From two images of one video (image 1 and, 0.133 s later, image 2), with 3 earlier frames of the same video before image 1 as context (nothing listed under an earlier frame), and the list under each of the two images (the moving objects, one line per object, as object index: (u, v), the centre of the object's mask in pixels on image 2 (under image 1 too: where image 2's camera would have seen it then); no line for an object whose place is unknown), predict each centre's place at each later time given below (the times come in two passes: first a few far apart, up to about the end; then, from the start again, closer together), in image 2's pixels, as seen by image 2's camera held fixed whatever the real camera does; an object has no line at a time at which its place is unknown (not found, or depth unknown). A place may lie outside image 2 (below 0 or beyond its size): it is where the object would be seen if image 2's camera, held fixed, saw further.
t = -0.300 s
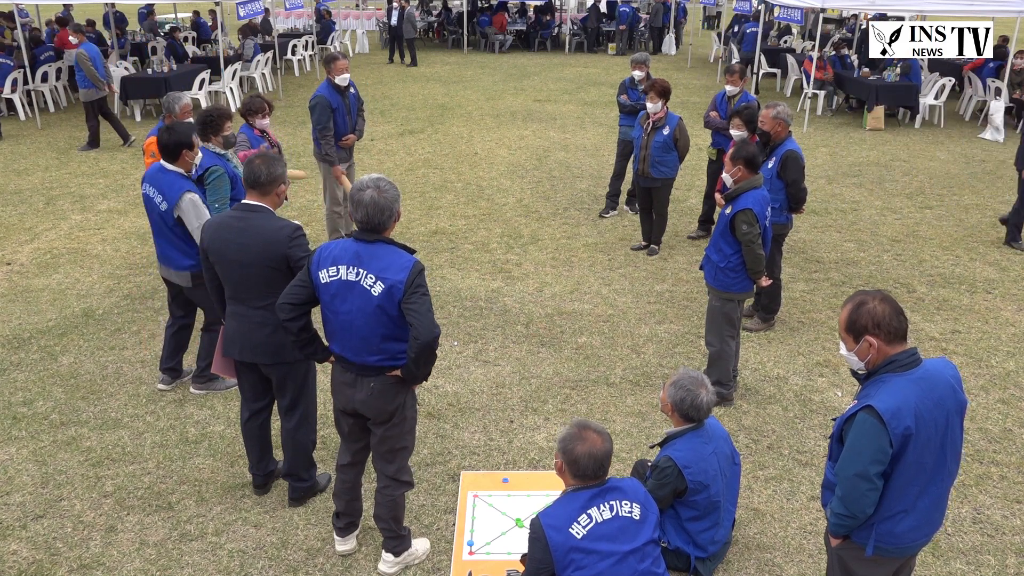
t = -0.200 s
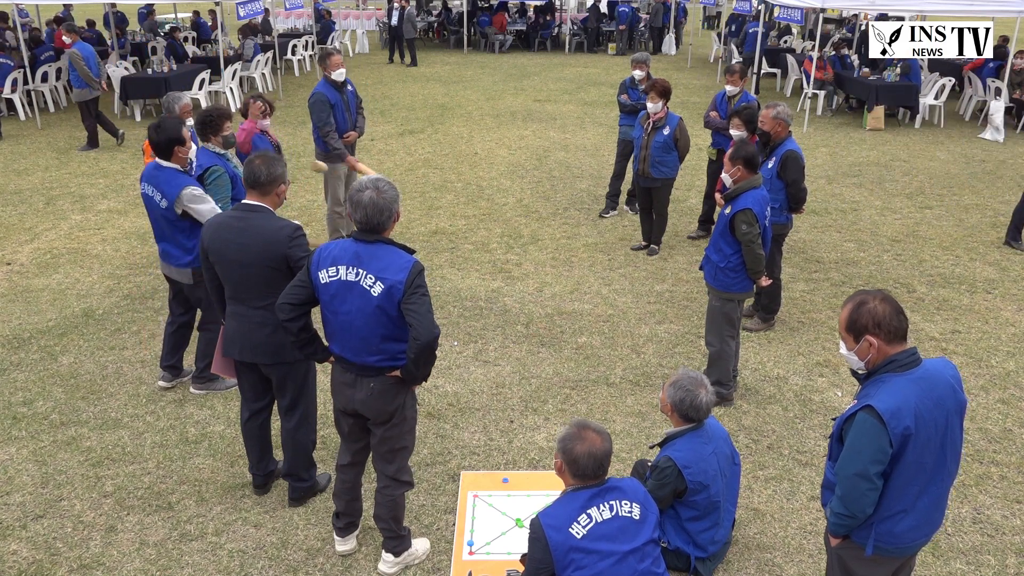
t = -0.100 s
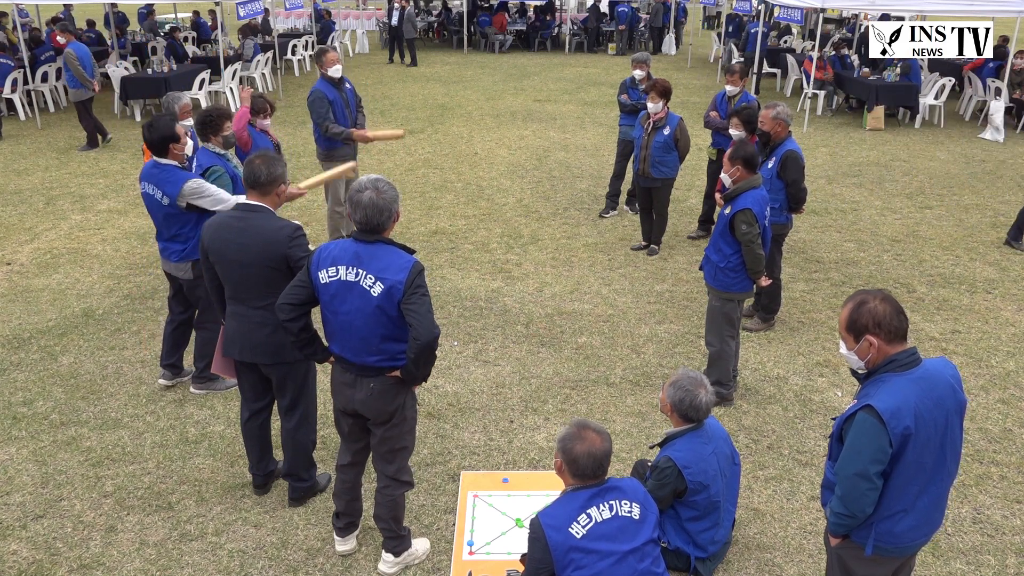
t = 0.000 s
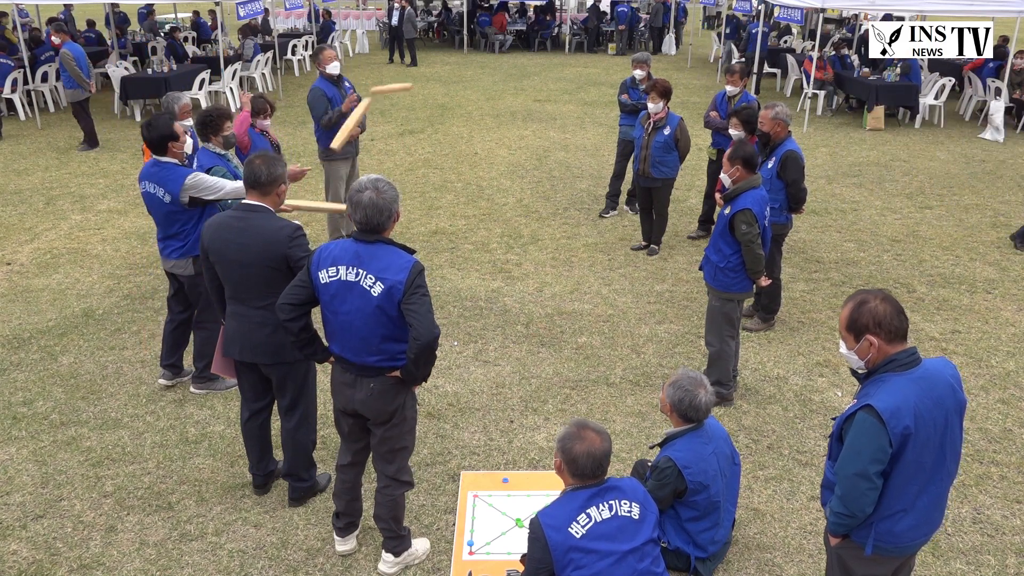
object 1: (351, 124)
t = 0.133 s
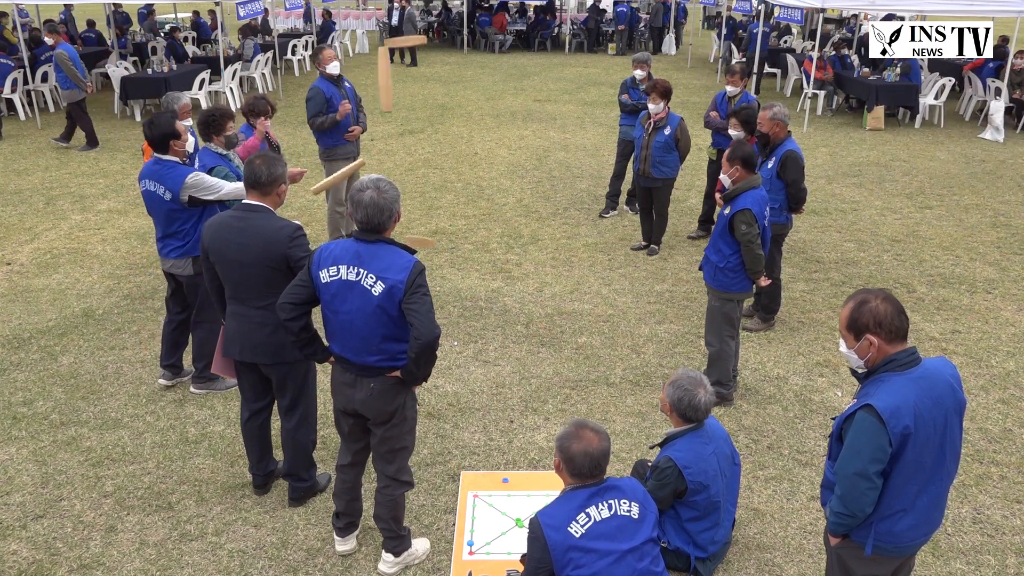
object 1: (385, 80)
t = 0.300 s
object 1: (428, 65)
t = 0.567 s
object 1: (492, 133)
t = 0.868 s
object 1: (545, 286)
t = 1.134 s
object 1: (522, 277)
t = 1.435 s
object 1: (515, 298)
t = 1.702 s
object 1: (518, 300)
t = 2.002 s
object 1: (517, 300)
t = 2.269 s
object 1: (517, 300)
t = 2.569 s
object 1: (517, 300)
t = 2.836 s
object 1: (517, 300)
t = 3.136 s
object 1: (517, 300)
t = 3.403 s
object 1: (517, 300)
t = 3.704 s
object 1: (517, 300)
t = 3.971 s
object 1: (517, 300)
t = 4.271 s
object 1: (517, 300)
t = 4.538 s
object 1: (517, 300)
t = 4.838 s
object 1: (517, 300)
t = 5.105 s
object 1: (517, 300)
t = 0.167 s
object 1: (393, 71)
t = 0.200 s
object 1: (402, 68)
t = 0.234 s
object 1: (411, 65)
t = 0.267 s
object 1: (420, 64)
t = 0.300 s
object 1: (428, 65)
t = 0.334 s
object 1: (436, 68)
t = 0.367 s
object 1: (445, 72)
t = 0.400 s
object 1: (453, 78)
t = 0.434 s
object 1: (461, 86)
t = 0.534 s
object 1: (485, 119)
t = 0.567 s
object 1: (492, 133)
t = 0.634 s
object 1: (507, 164)
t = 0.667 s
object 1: (514, 181)
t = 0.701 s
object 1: (521, 200)
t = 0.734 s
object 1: (527, 220)
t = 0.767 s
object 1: (534, 239)
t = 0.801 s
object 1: (540, 260)
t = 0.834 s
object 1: (545, 282)
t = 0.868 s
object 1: (545, 286)
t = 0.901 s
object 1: (541, 282)
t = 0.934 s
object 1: (538, 279)
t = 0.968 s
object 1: (535, 277)
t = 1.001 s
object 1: (531, 277)
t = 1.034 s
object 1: (528, 277)
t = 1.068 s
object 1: (524, 279)
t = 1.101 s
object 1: (521, 278)
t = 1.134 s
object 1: (522, 277)
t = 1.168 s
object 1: (521, 276)
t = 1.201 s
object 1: (521, 277)
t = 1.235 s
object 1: (520, 279)
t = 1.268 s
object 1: (519, 282)
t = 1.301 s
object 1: (517, 285)
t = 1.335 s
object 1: (517, 290)
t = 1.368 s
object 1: (516, 294)
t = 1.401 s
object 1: (515, 299)
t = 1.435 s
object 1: (515, 298)
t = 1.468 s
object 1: (514, 298)
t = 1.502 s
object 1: (515, 299)
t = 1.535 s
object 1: (516, 300)
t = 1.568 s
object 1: (517, 300)
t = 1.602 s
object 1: (517, 300)
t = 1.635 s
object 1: (518, 300)
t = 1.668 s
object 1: (518, 300)
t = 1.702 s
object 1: (518, 300)
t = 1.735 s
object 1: (518, 300)
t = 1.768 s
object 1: (517, 300)
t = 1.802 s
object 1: (517, 300)
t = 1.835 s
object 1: (517, 300)
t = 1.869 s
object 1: (517, 300)
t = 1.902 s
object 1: (517, 300)
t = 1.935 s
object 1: (517, 300)
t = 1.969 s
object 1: (517, 300)
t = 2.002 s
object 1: (517, 300)
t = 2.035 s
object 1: (517, 300)
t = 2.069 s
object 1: (517, 300)
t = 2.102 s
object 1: (517, 300)
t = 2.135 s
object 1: (517, 300)
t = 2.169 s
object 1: (517, 300)
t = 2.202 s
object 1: (517, 300)
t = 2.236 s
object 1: (517, 300)
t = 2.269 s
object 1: (517, 300)
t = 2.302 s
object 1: (517, 300)
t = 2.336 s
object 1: (517, 300)
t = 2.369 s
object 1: (517, 300)
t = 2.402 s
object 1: (517, 300)
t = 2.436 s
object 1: (517, 300)
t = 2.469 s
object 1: (517, 300)
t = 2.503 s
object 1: (517, 300)
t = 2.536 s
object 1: (517, 300)
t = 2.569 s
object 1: (517, 300)
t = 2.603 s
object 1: (517, 300)
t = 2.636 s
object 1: (517, 300)
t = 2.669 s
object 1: (517, 300)
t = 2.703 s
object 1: (517, 300)
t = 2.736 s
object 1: (517, 300)
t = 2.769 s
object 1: (517, 300)
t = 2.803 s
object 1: (517, 300)
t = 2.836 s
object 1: (517, 300)
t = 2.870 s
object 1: (517, 300)
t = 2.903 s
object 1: (517, 300)
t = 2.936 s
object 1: (517, 300)
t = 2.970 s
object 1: (517, 300)
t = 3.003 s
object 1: (517, 300)
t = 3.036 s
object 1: (517, 300)
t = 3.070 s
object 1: (517, 300)
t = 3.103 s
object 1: (517, 300)
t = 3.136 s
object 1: (517, 300)
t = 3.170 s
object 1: (517, 300)
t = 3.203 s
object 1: (517, 300)
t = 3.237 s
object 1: (517, 300)
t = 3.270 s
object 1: (517, 300)
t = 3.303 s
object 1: (517, 300)
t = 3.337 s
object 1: (517, 300)
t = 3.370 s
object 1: (517, 300)
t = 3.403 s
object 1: (517, 300)
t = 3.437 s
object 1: (517, 300)
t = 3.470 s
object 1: (517, 300)
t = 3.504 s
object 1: (517, 300)
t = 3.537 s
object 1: (517, 300)
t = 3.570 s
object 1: (517, 300)
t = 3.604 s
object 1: (517, 300)
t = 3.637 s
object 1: (517, 300)
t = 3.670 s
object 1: (517, 300)
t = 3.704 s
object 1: (517, 300)
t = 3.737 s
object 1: (517, 300)
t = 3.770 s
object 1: (517, 300)
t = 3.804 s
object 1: (517, 300)
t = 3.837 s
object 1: (517, 300)
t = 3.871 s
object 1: (517, 300)
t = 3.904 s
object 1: (517, 300)
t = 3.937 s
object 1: (517, 300)
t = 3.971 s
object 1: (517, 300)
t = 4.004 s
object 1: (517, 300)
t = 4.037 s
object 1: (517, 300)
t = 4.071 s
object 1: (517, 300)
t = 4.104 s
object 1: (517, 300)
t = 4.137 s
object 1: (517, 300)
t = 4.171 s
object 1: (517, 300)
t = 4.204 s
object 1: (517, 300)
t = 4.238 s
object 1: (517, 300)
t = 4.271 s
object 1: (517, 300)
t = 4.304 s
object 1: (517, 300)
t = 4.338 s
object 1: (517, 300)
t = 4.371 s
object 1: (517, 300)
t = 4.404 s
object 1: (517, 300)
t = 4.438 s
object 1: (517, 300)
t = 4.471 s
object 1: (517, 300)
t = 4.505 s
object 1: (517, 300)
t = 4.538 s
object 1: (517, 300)
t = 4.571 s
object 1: (517, 300)
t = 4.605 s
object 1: (517, 300)
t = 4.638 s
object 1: (517, 300)
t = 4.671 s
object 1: (517, 300)
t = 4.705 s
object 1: (517, 300)
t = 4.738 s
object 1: (517, 300)
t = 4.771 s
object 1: (517, 300)
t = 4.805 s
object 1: (517, 300)
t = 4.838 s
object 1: (517, 300)
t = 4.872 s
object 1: (517, 300)
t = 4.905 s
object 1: (517, 300)
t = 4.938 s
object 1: (517, 300)
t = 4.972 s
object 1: (517, 300)
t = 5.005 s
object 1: (517, 300)
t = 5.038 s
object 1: (517, 300)
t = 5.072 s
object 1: (517, 300)
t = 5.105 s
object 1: (517, 300)
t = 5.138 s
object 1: (517, 300)
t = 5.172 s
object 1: (517, 300)
